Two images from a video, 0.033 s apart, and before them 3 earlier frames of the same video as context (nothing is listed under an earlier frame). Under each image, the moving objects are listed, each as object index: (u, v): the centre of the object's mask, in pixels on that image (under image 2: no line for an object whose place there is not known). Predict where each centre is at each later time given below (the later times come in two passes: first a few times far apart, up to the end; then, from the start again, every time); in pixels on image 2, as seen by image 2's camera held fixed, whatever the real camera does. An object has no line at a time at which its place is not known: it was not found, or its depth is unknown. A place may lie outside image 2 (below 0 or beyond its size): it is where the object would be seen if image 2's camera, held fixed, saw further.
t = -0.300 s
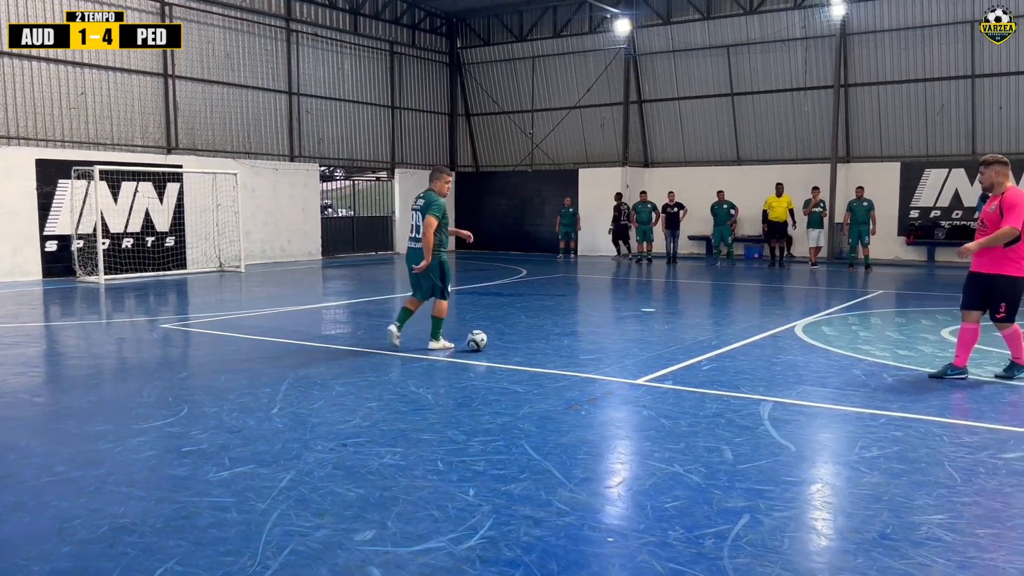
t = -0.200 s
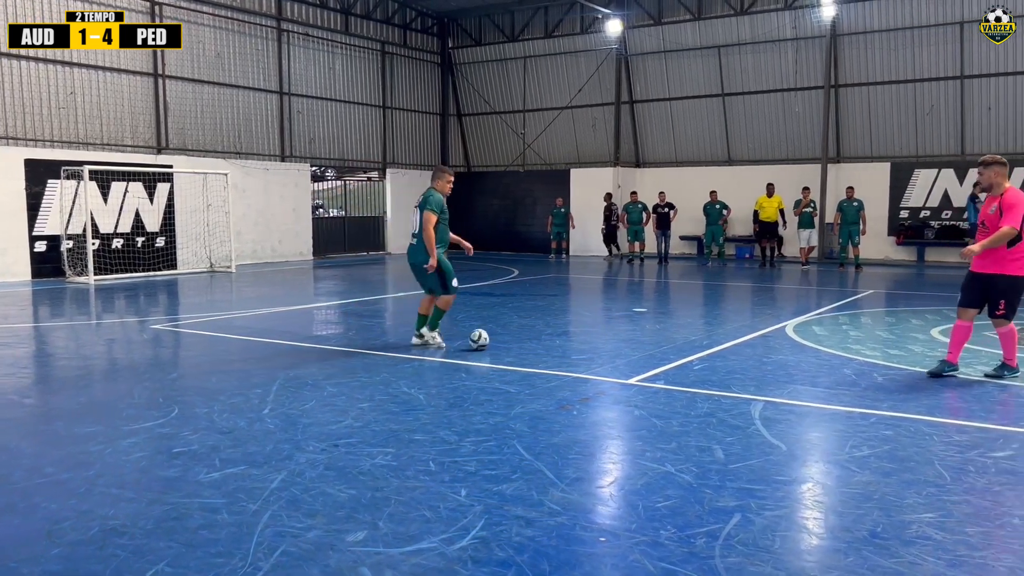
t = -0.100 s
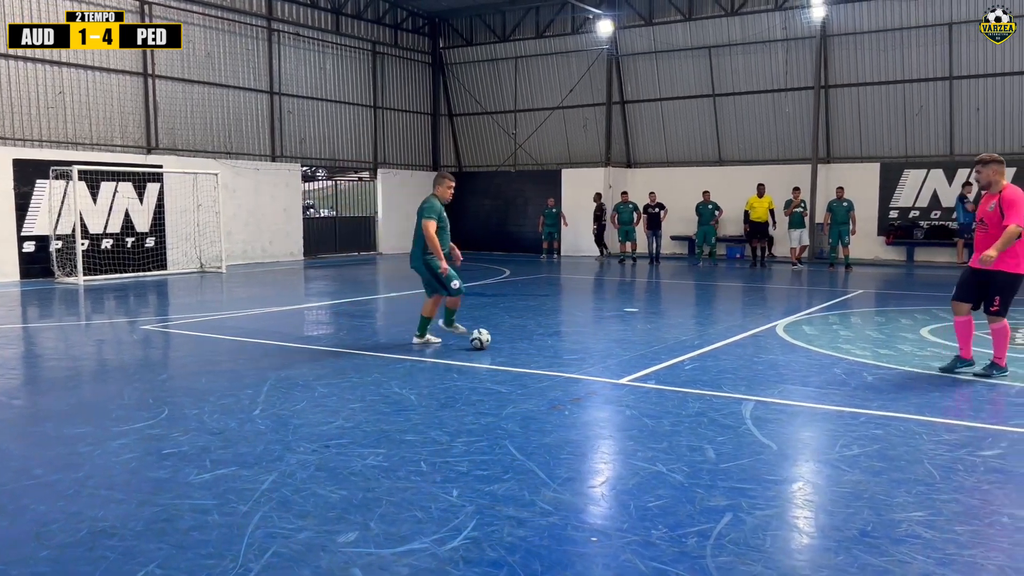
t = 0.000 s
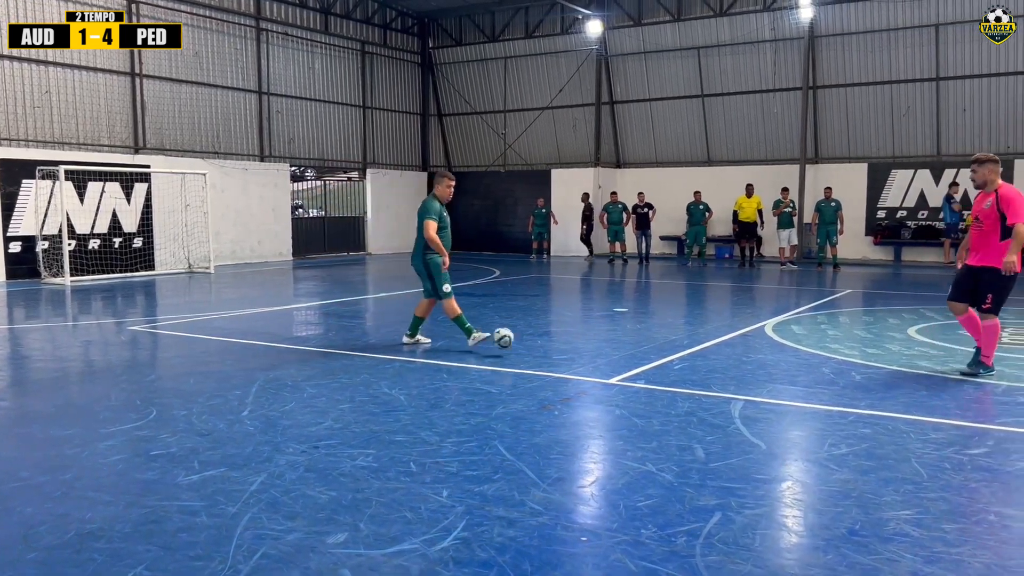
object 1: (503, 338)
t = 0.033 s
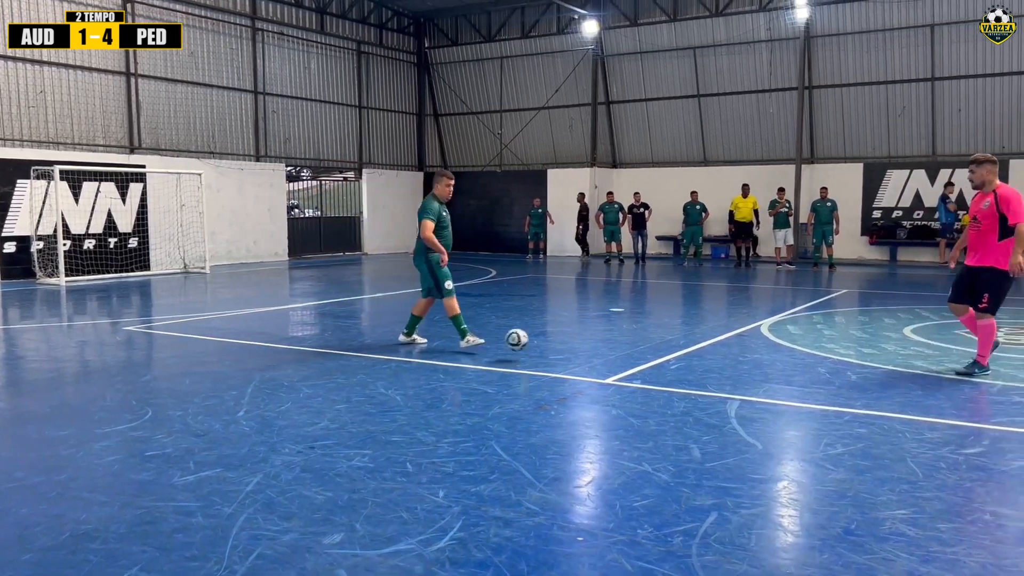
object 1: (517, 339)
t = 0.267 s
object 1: (674, 387)
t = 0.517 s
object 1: (916, 450)
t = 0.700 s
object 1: (1177, 519)
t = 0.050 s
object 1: (526, 340)
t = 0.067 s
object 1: (536, 342)
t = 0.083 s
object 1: (546, 344)
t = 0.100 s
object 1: (556, 347)
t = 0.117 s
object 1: (567, 350)
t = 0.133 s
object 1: (577, 353)
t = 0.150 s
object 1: (588, 356)
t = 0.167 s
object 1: (599, 361)
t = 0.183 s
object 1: (611, 365)
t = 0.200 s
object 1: (623, 370)
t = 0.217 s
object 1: (635, 375)
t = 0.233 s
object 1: (648, 382)
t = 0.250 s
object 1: (661, 384)
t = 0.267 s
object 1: (674, 387)
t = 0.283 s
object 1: (686, 388)
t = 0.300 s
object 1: (699, 390)
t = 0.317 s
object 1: (713, 392)
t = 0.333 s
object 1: (727, 396)
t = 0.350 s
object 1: (742, 400)
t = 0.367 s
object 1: (757, 404)
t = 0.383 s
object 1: (773, 410)
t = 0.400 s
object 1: (789, 415)
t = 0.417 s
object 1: (807, 422)
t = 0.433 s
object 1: (824, 426)
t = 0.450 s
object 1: (841, 429)
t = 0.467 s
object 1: (859, 434)
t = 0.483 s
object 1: (877, 437)
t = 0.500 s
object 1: (896, 444)
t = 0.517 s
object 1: (916, 450)
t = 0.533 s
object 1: (936, 455)
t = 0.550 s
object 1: (956, 460)
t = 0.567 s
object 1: (978, 465)
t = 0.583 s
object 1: (1000, 471)
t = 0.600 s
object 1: (1022, 477)
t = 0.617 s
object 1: (1045, 482)
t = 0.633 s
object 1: (1070, 490)
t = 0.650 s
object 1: (1094, 496)
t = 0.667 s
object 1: (1122, 504)
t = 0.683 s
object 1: (1148, 511)
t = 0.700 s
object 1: (1177, 519)
